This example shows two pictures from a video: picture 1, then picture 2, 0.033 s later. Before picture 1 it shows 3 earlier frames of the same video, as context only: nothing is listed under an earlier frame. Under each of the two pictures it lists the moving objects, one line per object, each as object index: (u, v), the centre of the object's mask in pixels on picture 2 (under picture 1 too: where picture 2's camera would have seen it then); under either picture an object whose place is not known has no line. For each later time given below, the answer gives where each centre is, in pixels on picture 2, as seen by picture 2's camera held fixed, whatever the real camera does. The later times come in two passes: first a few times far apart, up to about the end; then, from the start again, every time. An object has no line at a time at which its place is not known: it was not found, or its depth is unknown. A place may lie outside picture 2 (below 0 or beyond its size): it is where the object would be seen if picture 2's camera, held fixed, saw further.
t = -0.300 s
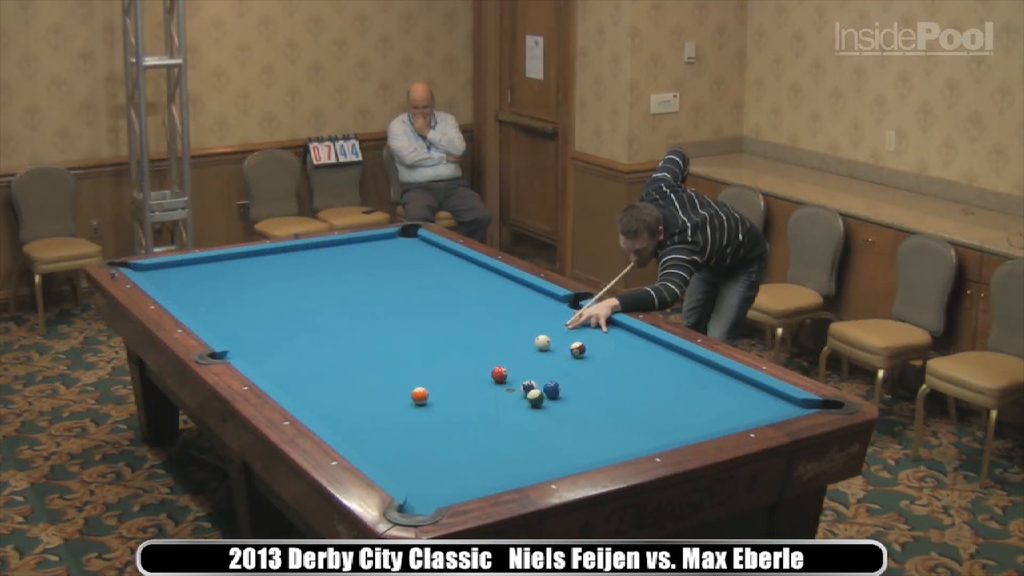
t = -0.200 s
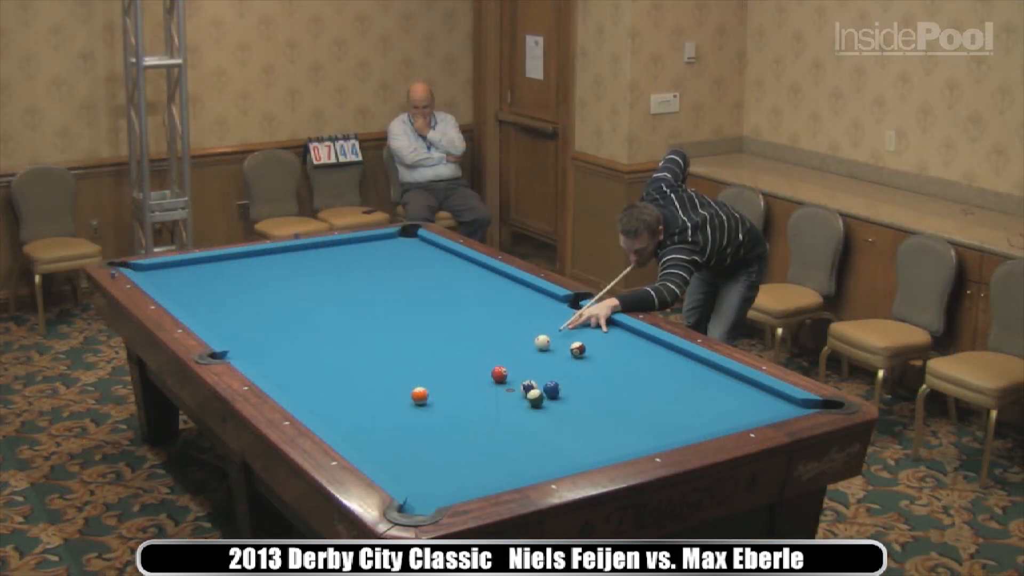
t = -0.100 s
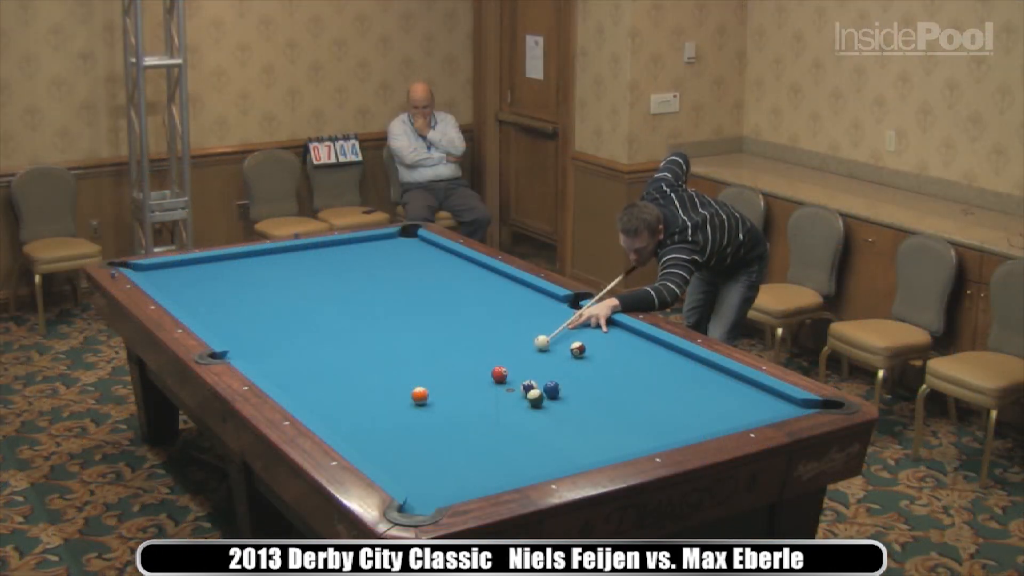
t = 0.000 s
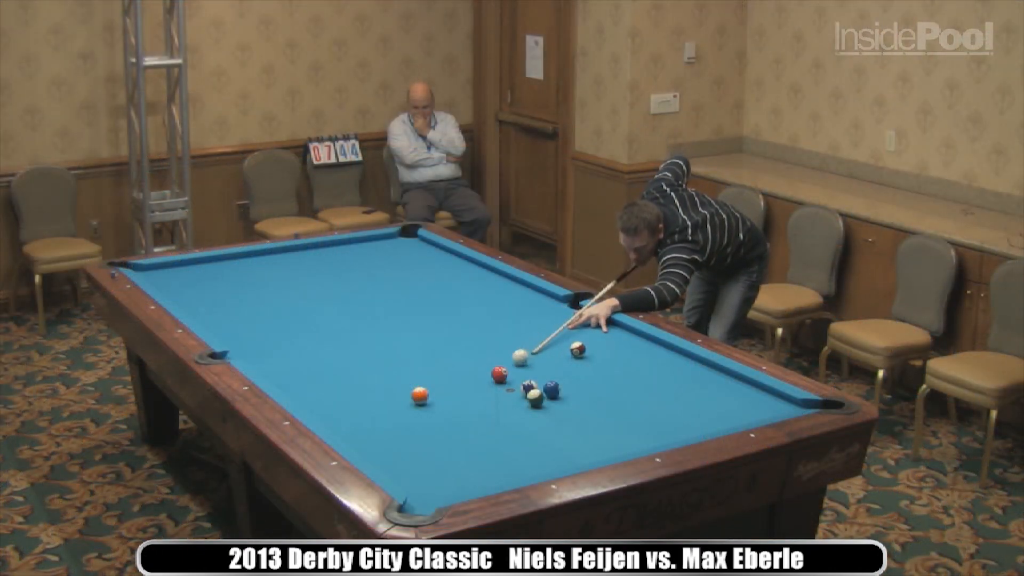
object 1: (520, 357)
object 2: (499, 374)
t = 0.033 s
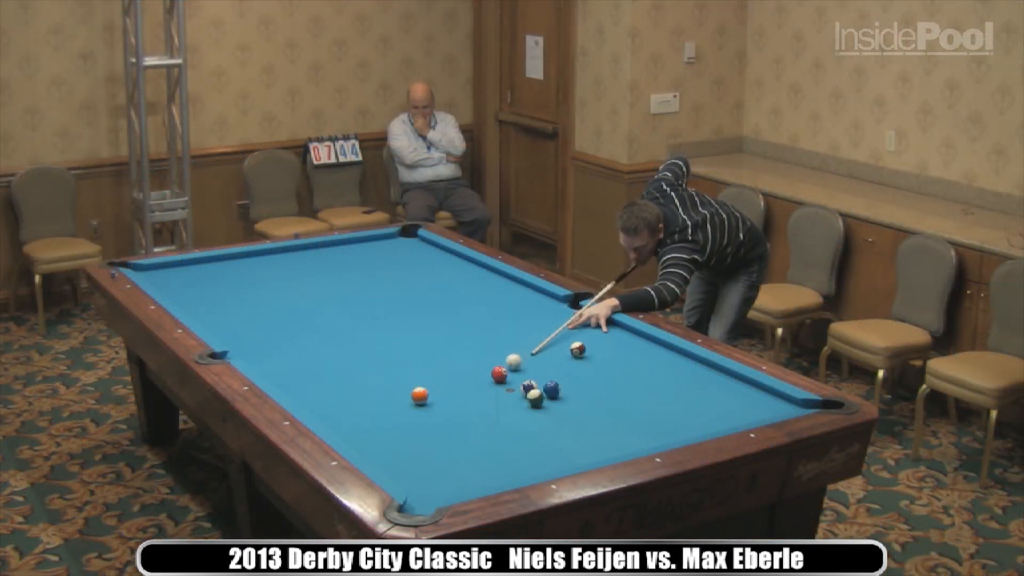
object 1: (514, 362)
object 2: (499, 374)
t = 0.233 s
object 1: (490, 368)
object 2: (488, 393)
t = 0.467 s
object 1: (473, 367)
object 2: (472, 418)
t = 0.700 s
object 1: (456, 367)
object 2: (454, 446)
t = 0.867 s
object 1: (445, 366)
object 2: (441, 468)
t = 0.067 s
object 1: (508, 365)
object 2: (499, 374)
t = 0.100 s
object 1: (503, 366)
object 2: (498, 376)
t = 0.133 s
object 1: (499, 367)
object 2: (495, 381)
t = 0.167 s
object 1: (496, 368)
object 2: (493, 384)
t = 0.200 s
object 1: (493, 368)
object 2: (490, 389)
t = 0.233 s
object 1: (490, 368)
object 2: (488, 393)
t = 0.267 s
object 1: (488, 368)
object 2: (486, 396)
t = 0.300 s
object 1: (485, 368)
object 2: (484, 400)
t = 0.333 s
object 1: (482, 368)
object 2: (481, 403)
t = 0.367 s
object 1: (480, 367)
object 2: (479, 407)
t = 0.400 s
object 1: (478, 367)
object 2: (477, 411)
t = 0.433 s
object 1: (475, 367)
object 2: (474, 414)
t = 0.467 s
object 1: (473, 367)
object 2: (472, 418)
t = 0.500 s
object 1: (470, 367)
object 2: (469, 422)
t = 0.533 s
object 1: (467, 367)
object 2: (467, 426)
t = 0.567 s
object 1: (465, 367)
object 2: (464, 430)
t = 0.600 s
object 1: (463, 367)
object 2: (462, 434)
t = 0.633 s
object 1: (460, 367)
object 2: (460, 438)
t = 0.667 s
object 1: (458, 367)
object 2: (457, 442)
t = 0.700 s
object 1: (456, 367)
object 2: (454, 446)
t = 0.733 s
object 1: (453, 366)
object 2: (452, 450)
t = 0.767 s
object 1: (451, 366)
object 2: (449, 454)
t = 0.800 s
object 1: (449, 366)
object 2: (446, 459)
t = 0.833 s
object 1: (447, 366)
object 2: (444, 463)
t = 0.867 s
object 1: (445, 366)
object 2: (441, 468)
